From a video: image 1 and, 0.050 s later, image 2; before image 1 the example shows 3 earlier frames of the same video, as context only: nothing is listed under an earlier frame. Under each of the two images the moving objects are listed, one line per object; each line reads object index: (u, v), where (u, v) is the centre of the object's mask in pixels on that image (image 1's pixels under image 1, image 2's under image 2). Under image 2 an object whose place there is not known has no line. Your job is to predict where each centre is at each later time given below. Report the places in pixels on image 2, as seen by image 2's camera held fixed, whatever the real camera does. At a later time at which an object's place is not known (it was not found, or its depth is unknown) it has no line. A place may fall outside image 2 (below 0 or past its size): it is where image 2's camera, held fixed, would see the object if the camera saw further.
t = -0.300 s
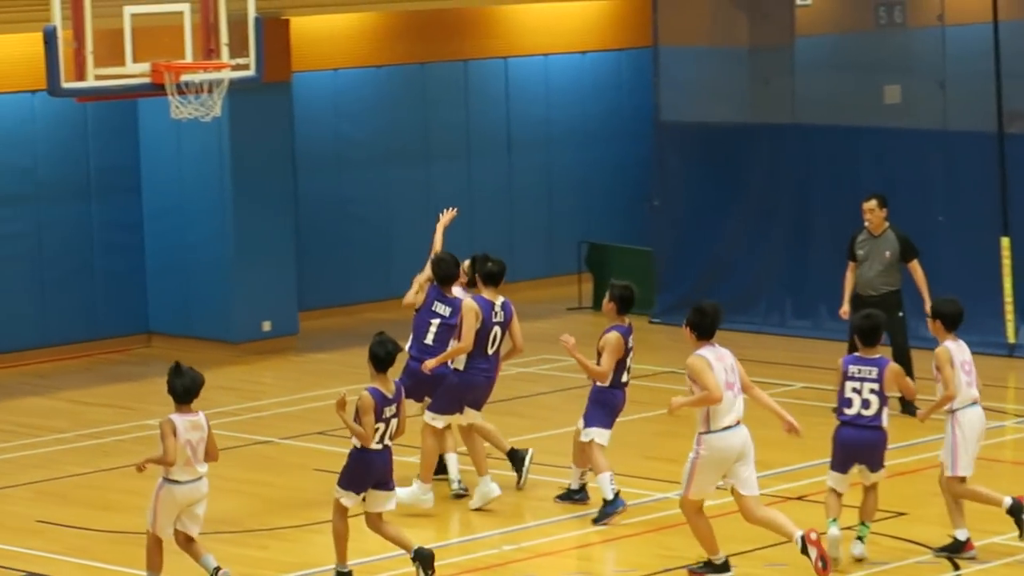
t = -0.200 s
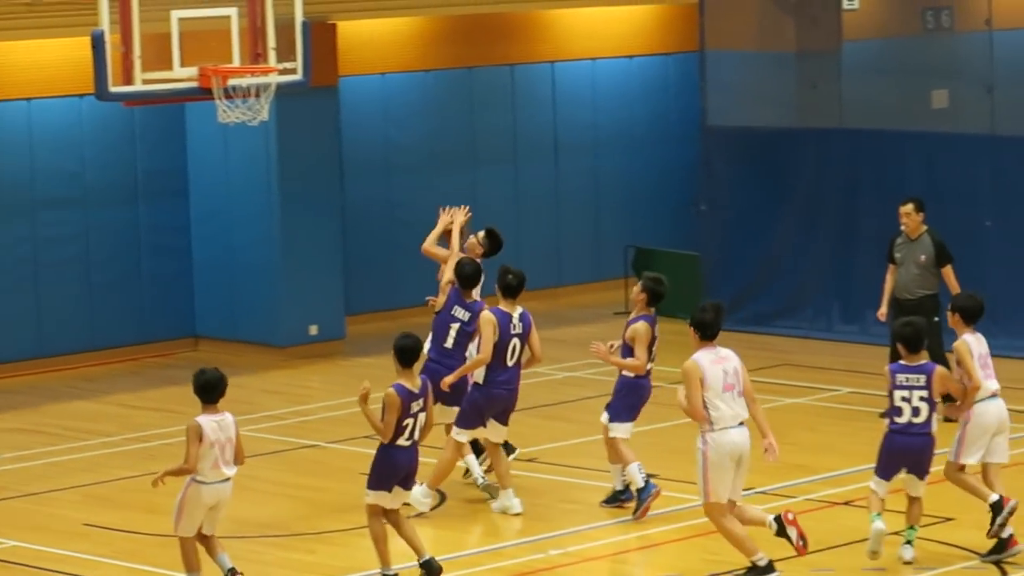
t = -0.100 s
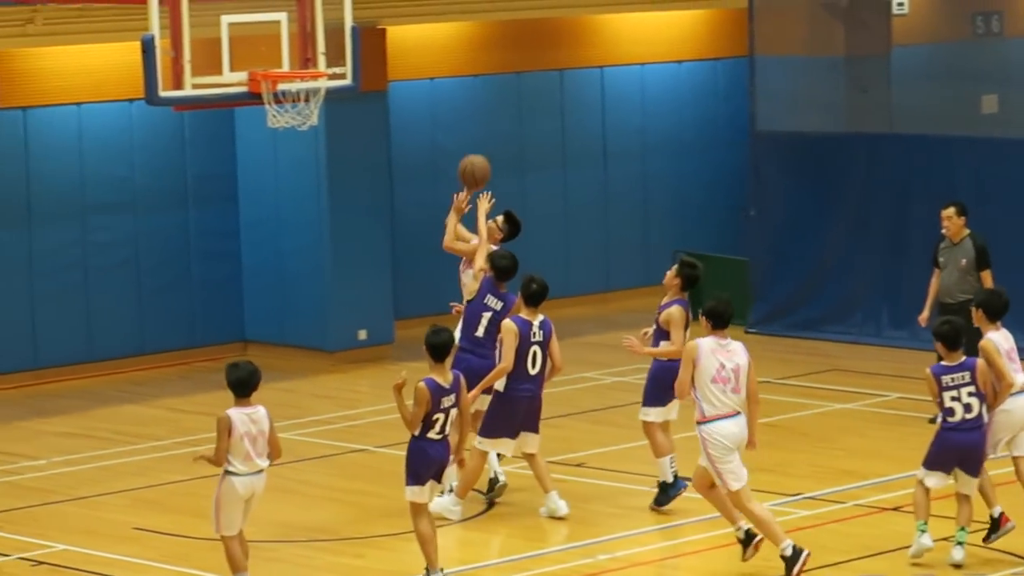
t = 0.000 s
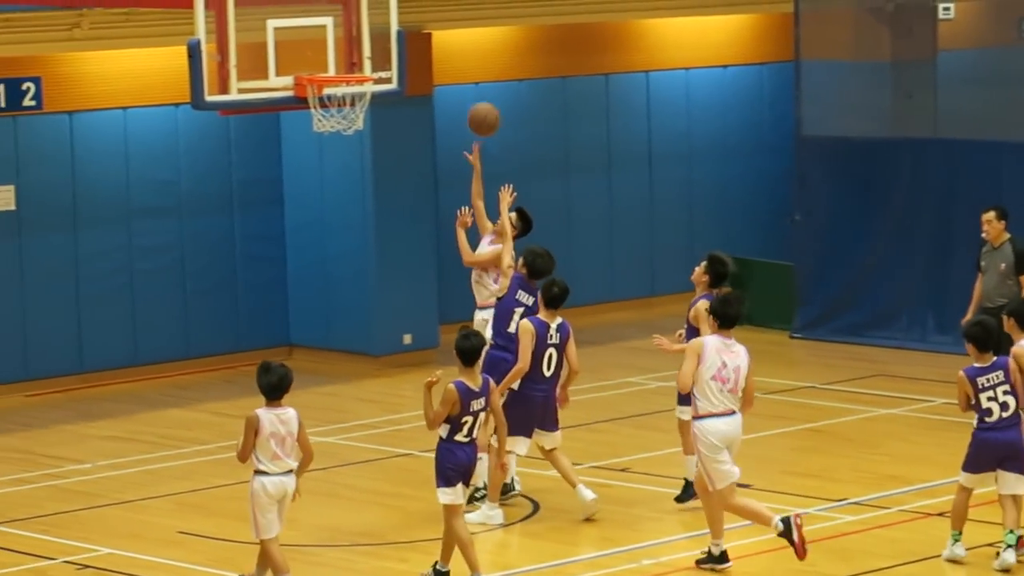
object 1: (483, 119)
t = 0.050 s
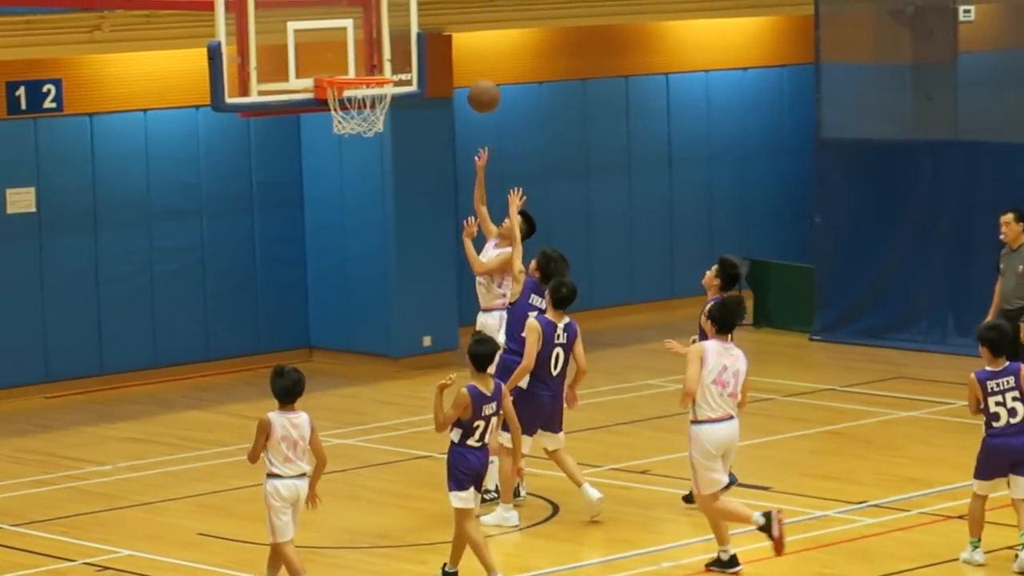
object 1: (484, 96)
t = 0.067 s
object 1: (475, 88)
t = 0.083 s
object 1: (468, 82)
